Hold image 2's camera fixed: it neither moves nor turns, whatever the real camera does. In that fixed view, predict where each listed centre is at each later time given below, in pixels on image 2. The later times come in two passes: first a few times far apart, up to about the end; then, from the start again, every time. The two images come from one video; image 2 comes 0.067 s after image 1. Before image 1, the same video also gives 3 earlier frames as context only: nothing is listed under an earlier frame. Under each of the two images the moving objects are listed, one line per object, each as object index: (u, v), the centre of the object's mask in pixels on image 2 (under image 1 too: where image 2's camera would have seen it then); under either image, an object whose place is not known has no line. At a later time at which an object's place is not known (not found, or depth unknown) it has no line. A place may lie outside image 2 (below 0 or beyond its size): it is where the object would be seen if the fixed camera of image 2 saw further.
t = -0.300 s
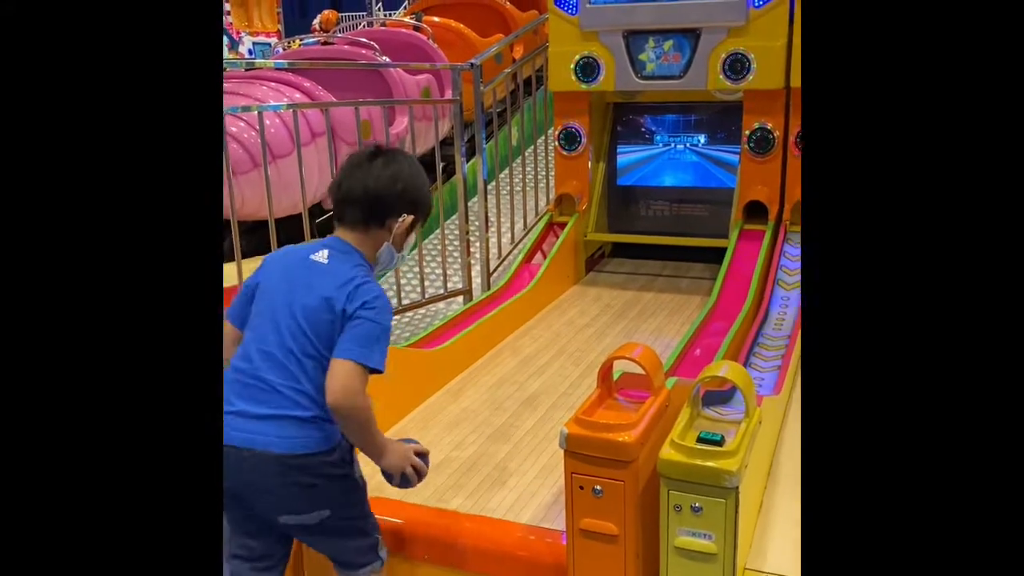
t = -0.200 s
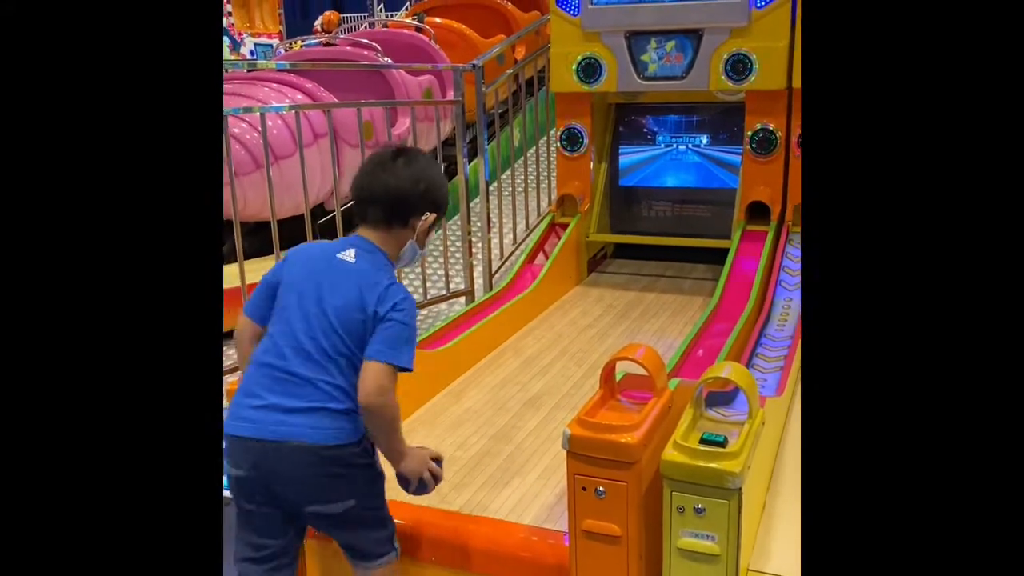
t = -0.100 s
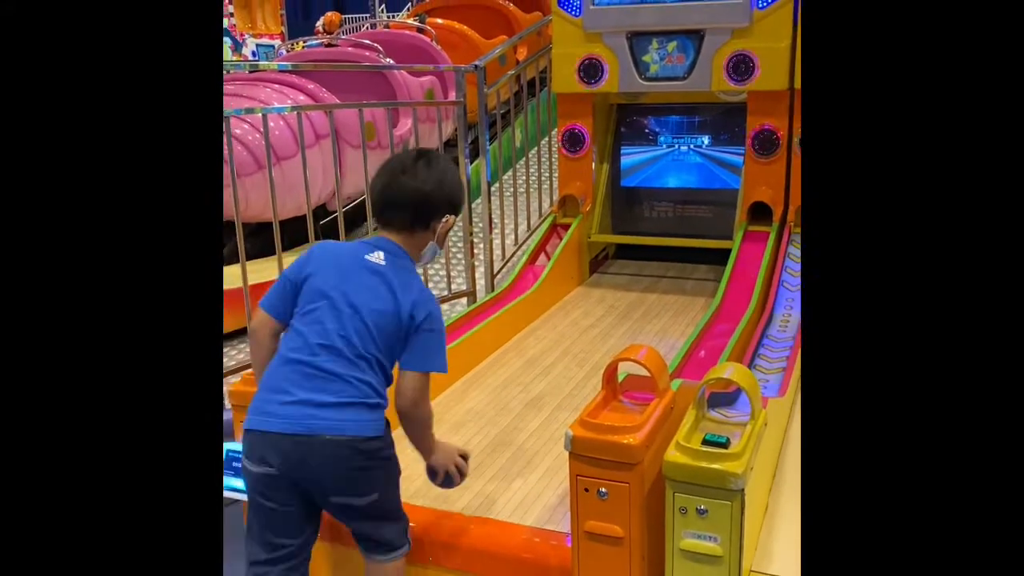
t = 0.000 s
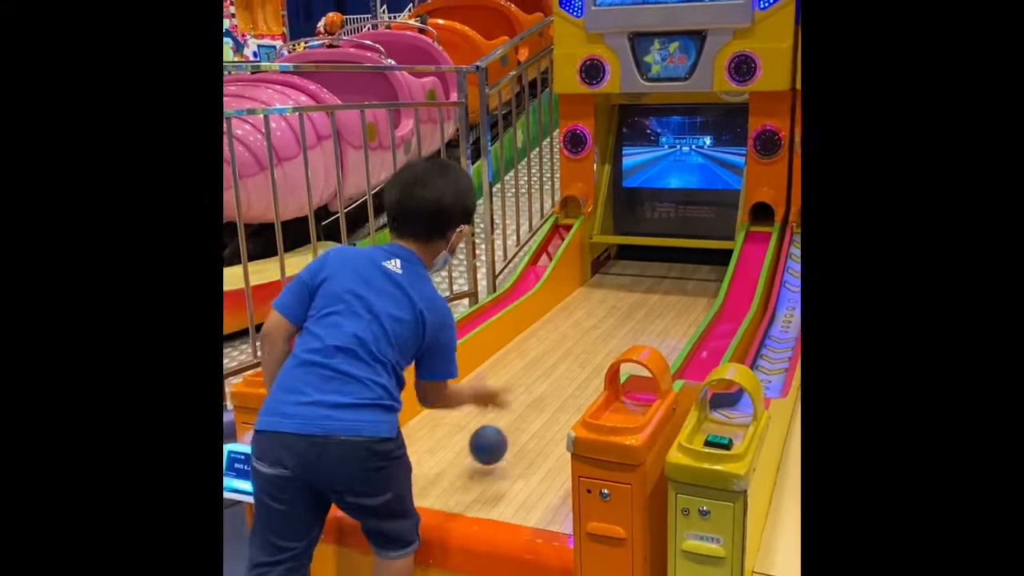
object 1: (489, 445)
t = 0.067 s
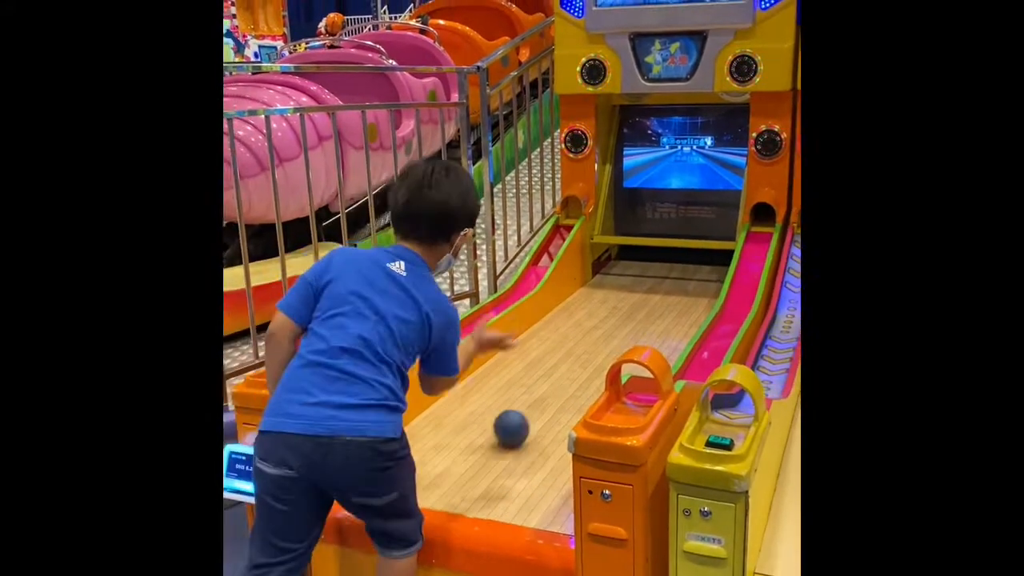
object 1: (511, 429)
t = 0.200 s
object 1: (541, 388)
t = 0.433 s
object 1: (572, 339)
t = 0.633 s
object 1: (592, 307)
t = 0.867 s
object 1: (610, 278)
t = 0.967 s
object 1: (617, 266)
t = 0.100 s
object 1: (520, 418)
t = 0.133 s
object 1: (528, 407)
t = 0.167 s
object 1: (535, 397)
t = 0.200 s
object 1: (541, 388)
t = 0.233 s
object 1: (547, 380)
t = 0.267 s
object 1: (552, 372)
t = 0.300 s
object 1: (556, 365)
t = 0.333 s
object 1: (561, 358)
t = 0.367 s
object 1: (565, 351)
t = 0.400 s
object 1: (569, 345)
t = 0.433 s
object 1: (572, 339)
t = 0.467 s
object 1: (576, 333)
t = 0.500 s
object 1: (579, 327)
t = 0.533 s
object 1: (583, 322)
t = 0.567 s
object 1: (586, 317)
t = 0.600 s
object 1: (589, 312)
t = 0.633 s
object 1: (592, 307)
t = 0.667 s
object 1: (595, 302)
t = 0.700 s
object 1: (598, 298)
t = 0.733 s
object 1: (600, 293)
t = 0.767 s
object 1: (603, 290)
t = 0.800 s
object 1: (605, 285)
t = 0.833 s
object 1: (608, 281)
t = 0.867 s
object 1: (610, 278)
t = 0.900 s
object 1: (612, 274)
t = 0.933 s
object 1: (614, 271)
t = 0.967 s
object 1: (617, 266)
